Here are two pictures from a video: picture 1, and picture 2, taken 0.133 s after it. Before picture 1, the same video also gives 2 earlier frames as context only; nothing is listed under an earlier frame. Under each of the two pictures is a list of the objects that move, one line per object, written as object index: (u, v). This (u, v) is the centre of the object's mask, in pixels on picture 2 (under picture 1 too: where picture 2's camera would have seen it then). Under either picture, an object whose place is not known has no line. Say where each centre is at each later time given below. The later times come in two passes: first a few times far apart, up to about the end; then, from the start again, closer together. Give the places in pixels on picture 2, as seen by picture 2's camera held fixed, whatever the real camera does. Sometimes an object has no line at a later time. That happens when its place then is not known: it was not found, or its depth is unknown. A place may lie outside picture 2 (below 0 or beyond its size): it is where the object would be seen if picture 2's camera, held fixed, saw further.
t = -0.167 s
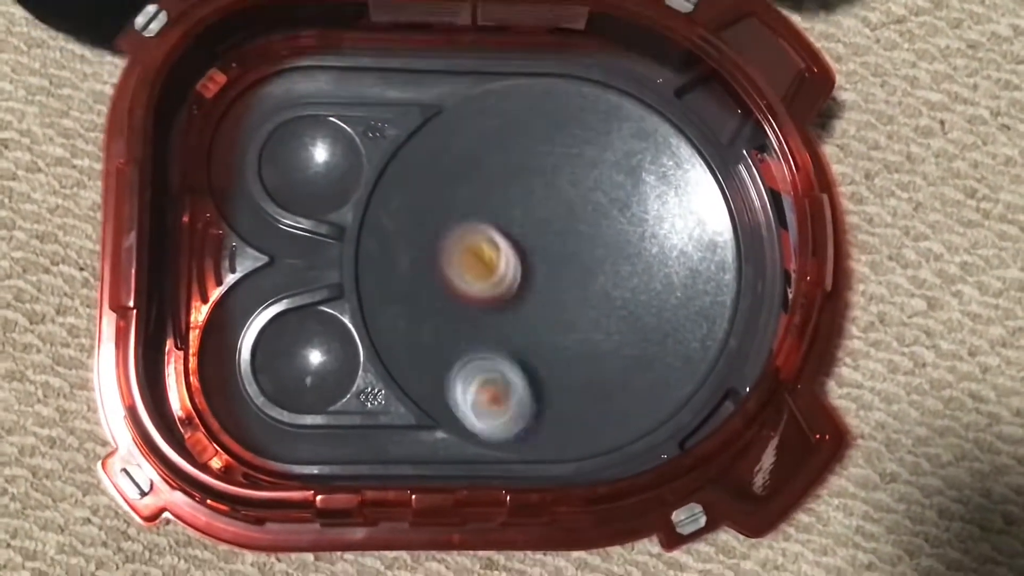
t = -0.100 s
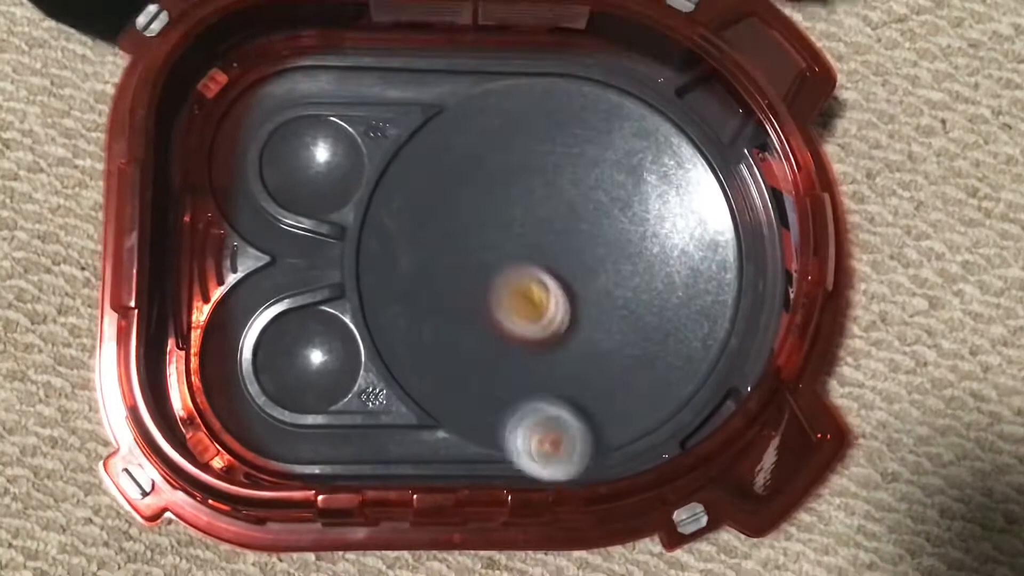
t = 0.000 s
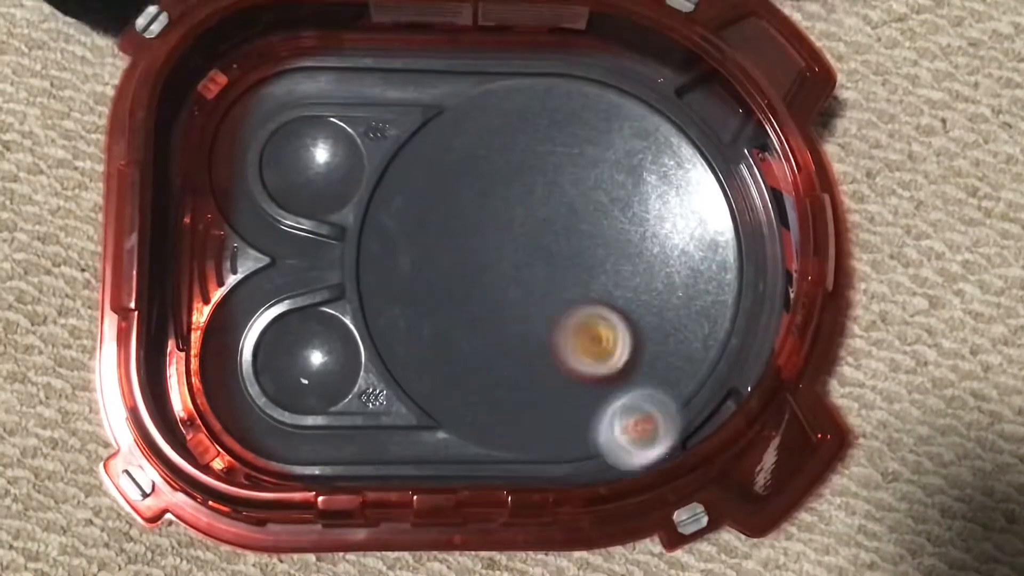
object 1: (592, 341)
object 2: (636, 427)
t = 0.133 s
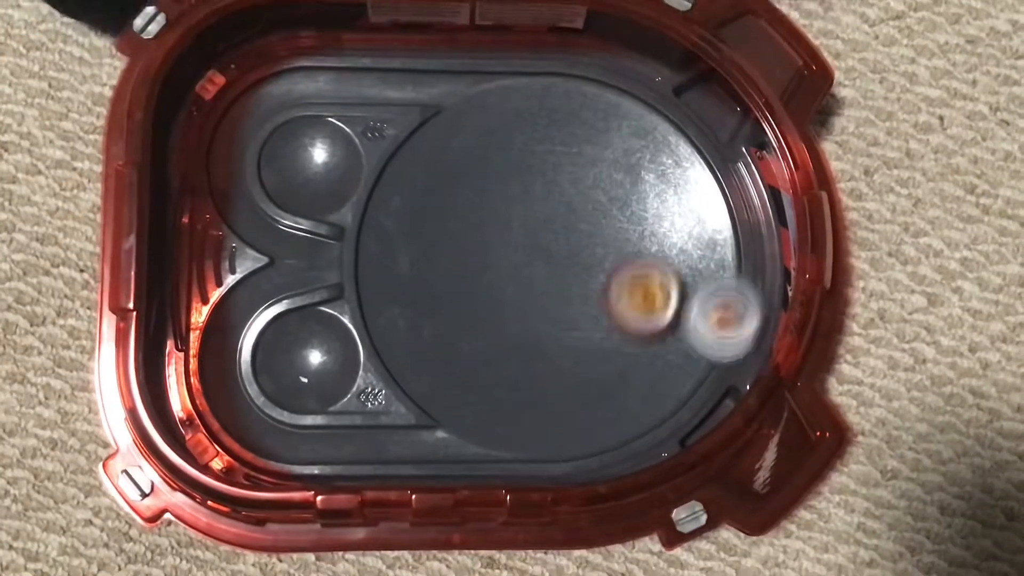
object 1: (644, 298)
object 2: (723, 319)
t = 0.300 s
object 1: (602, 168)
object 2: (680, 138)
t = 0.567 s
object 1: (400, 90)
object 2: (488, 135)
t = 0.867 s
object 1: (276, 87)
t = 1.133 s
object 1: (237, 124)
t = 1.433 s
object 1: (251, 107)
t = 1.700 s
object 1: (276, 91)
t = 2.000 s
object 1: (283, 89)
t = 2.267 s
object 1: (283, 93)
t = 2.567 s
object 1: (311, 94)
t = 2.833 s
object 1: (343, 94)
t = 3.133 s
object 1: (407, 98)
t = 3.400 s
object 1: (406, 180)
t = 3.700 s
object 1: (481, 405)
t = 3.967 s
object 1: (531, 303)
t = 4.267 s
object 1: (476, 180)
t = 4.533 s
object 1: (419, 233)
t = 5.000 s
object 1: (233, 139)
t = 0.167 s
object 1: (647, 274)
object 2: (736, 280)
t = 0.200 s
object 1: (645, 250)
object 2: (738, 242)
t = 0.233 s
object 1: (639, 220)
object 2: (724, 203)
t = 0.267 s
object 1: (625, 194)
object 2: (705, 162)
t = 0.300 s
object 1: (602, 168)
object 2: (680, 138)
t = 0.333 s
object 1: (569, 142)
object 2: (655, 120)
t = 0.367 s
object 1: (537, 122)
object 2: (631, 104)
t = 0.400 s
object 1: (509, 108)
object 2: (605, 93)
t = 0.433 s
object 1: (481, 97)
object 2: (579, 89)
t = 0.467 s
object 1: (456, 94)
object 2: (554, 91)
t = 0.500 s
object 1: (434, 94)
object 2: (530, 98)
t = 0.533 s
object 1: (416, 93)
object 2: (507, 114)
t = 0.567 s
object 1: (400, 90)
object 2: (488, 135)
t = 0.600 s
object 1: (387, 84)
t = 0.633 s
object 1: (373, 79)
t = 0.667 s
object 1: (360, 84)
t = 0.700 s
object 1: (346, 85)
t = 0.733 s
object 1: (333, 81)
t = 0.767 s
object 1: (318, 79)
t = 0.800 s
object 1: (305, 84)
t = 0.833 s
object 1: (291, 87)
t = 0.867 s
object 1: (276, 87)
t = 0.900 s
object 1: (265, 91)
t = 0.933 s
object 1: (257, 101)
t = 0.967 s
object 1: (250, 109)
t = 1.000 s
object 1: (243, 113)
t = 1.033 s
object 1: (241, 118)
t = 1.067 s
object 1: (239, 121)
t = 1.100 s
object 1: (237, 123)
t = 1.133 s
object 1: (237, 124)
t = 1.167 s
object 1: (236, 124)
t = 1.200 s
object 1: (237, 124)
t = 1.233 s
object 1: (237, 122)
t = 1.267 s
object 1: (239, 121)
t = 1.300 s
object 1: (241, 118)
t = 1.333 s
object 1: (243, 114)
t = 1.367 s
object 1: (245, 112)
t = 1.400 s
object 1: (248, 109)
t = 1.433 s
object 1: (251, 107)
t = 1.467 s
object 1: (253, 103)
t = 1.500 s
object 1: (257, 101)
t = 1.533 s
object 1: (260, 98)
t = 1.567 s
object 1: (264, 97)
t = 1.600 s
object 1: (268, 94)
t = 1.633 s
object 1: (271, 93)
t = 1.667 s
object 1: (274, 92)
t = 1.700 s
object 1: (276, 91)
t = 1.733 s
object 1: (278, 89)
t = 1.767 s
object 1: (280, 88)
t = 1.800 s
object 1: (281, 89)
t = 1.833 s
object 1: (281, 88)
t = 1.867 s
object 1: (281, 89)
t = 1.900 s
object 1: (282, 89)
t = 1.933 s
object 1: (282, 88)
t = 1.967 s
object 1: (283, 89)
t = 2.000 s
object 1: (283, 89)
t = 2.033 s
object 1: (283, 90)
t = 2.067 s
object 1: (283, 90)
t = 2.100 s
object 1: (283, 91)
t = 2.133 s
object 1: (283, 91)
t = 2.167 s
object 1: (283, 92)
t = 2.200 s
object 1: (282, 92)
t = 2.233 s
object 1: (283, 93)
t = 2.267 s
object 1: (283, 93)
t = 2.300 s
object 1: (285, 93)
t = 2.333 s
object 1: (287, 93)
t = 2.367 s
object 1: (289, 94)
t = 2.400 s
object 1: (292, 94)
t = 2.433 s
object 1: (295, 93)
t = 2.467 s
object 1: (299, 94)
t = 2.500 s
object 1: (303, 94)
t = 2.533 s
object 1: (306, 94)
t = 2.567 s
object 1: (311, 94)
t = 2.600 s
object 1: (315, 94)
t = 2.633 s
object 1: (318, 94)
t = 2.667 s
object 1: (323, 94)
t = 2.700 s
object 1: (325, 94)
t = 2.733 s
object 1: (329, 95)
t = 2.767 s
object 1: (334, 94)
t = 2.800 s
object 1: (338, 95)
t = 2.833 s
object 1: (343, 94)
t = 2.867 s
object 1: (348, 95)
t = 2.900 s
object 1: (355, 94)
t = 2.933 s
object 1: (361, 94)
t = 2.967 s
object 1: (368, 96)
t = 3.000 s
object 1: (374, 96)
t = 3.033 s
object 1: (381, 97)
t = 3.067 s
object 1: (392, 97)
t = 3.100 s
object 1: (399, 97)
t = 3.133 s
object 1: (407, 98)
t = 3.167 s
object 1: (417, 97)
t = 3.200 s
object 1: (425, 97)
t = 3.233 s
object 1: (435, 98)
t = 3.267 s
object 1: (446, 101)
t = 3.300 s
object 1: (460, 107)
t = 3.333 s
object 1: (446, 118)
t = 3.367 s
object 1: (424, 148)
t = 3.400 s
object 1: (406, 180)
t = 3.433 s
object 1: (394, 214)
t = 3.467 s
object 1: (386, 246)
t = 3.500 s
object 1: (384, 279)
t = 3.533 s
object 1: (388, 310)
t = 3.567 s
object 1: (394, 337)
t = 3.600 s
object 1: (406, 363)
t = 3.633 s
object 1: (429, 381)
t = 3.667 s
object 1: (455, 393)
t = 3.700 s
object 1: (481, 405)
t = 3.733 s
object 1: (505, 412)
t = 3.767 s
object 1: (529, 418)
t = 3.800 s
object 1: (539, 409)
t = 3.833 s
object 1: (537, 390)
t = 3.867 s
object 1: (534, 369)
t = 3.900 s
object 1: (533, 347)
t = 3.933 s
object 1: (532, 325)
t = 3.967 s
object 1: (531, 303)
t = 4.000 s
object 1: (530, 283)
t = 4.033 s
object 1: (528, 265)
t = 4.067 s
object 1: (525, 247)
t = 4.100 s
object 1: (522, 231)
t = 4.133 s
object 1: (518, 218)
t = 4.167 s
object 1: (514, 206)
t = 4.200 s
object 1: (511, 195)
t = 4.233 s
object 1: (505, 187)
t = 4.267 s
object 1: (476, 180)
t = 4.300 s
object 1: (447, 177)
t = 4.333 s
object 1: (421, 175)
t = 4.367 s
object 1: (401, 174)
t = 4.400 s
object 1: (393, 180)
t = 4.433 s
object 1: (396, 195)
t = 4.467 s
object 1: (401, 208)
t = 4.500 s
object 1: (408, 220)
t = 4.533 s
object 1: (419, 233)
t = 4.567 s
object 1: (431, 244)
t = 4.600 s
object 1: (442, 251)
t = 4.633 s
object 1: (430, 229)
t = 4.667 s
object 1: (413, 194)
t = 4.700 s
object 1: (396, 161)
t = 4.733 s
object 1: (381, 140)
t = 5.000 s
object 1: (233, 139)
